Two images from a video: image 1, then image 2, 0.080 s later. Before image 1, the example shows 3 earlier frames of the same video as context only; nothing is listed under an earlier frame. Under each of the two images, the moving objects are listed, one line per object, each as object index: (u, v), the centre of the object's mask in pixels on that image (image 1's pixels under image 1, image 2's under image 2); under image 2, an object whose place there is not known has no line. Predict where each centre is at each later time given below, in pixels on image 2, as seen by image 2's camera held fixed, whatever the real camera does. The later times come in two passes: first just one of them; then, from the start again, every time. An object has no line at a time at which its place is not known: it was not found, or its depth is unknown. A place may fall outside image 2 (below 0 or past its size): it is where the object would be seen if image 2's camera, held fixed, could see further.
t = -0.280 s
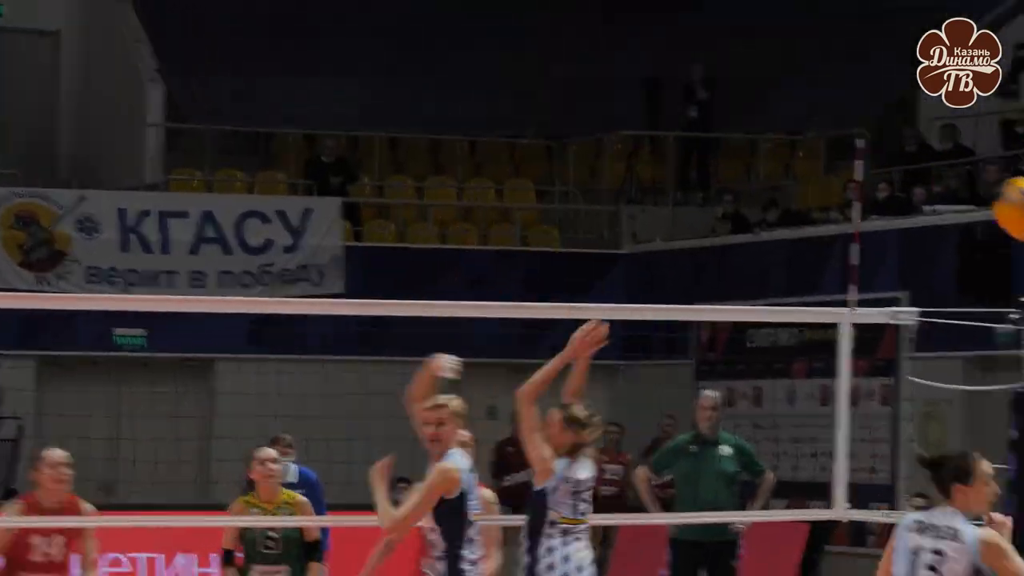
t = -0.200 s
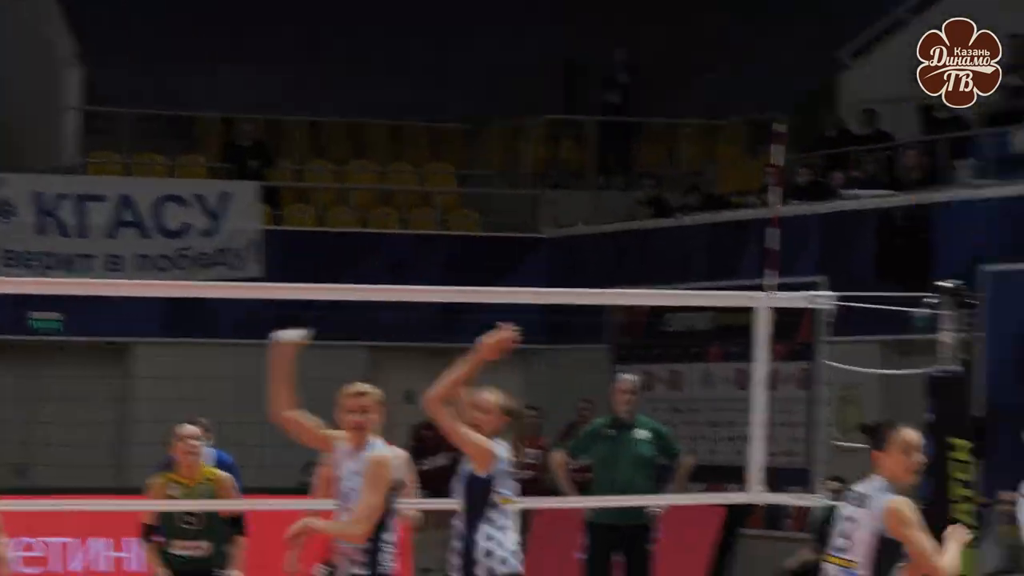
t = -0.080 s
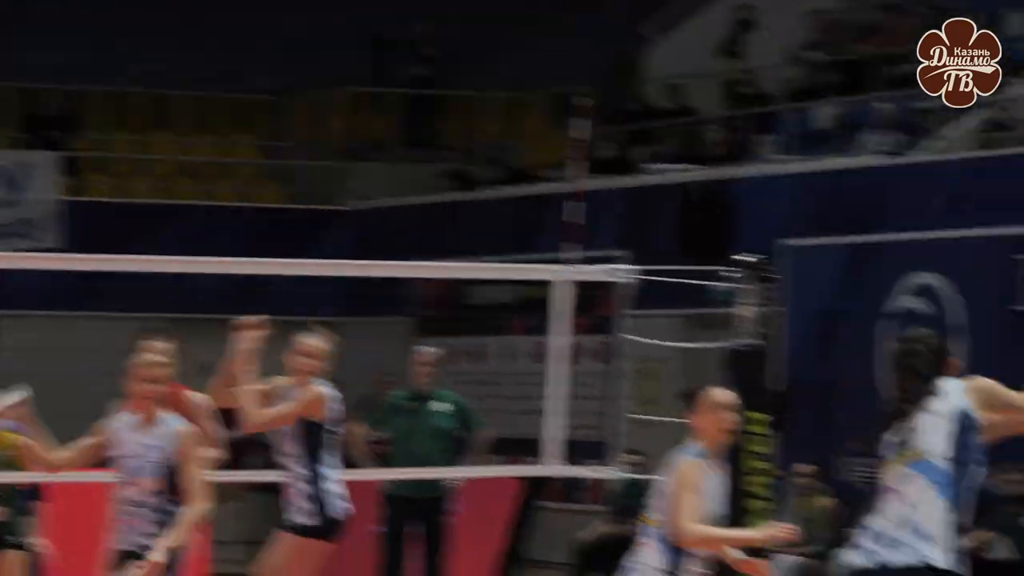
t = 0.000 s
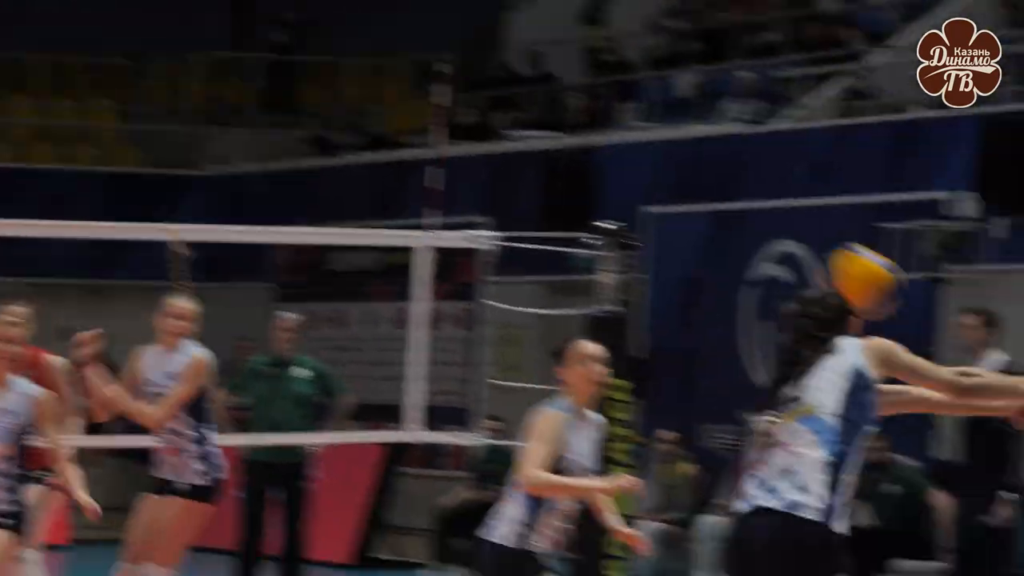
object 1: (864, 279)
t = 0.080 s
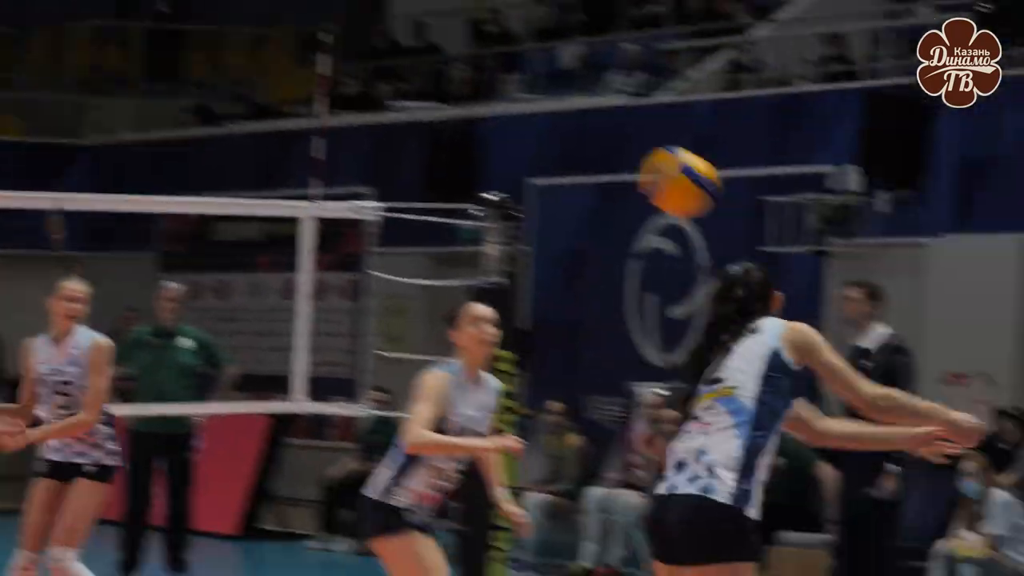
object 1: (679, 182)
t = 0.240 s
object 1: (541, 103)
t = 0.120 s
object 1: (645, 154)
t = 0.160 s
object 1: (609, 132)
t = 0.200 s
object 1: (576, 114)
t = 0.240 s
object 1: (541, 103)
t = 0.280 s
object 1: (505, 94)
